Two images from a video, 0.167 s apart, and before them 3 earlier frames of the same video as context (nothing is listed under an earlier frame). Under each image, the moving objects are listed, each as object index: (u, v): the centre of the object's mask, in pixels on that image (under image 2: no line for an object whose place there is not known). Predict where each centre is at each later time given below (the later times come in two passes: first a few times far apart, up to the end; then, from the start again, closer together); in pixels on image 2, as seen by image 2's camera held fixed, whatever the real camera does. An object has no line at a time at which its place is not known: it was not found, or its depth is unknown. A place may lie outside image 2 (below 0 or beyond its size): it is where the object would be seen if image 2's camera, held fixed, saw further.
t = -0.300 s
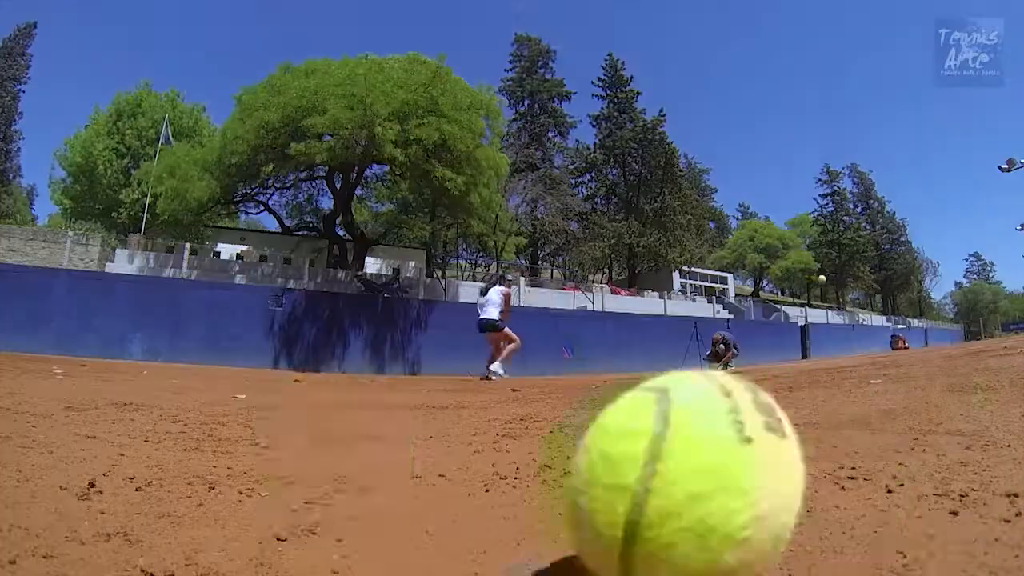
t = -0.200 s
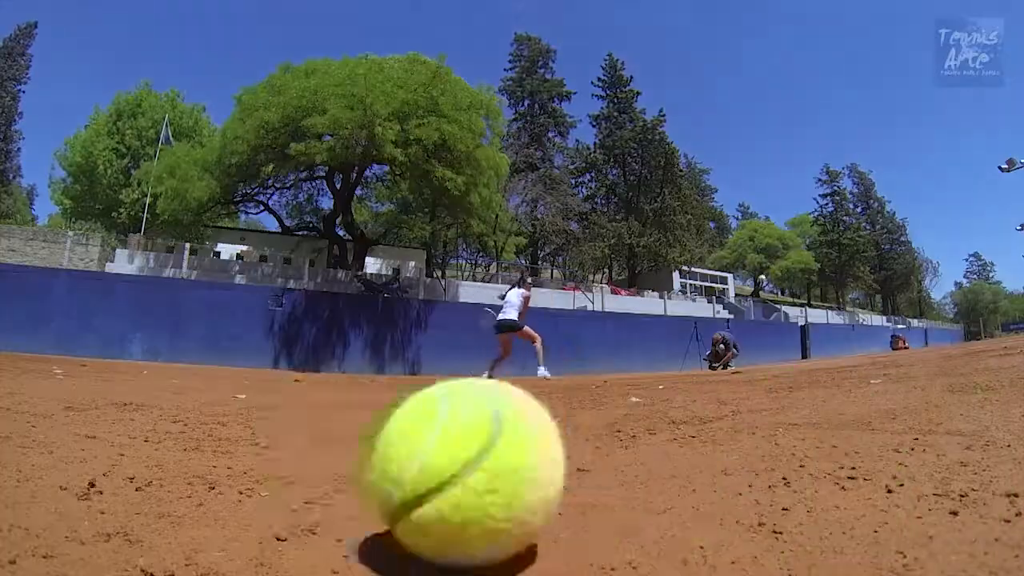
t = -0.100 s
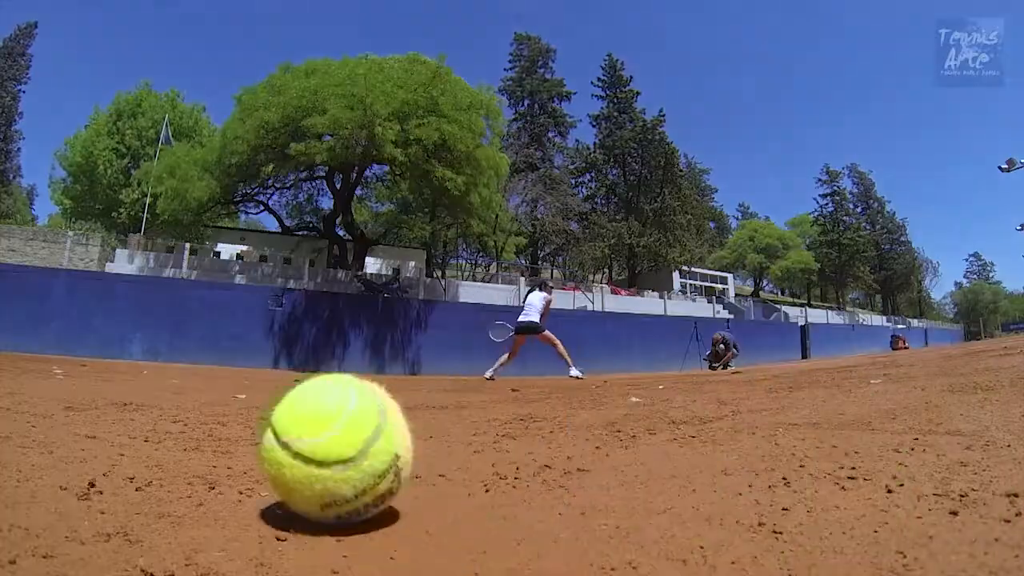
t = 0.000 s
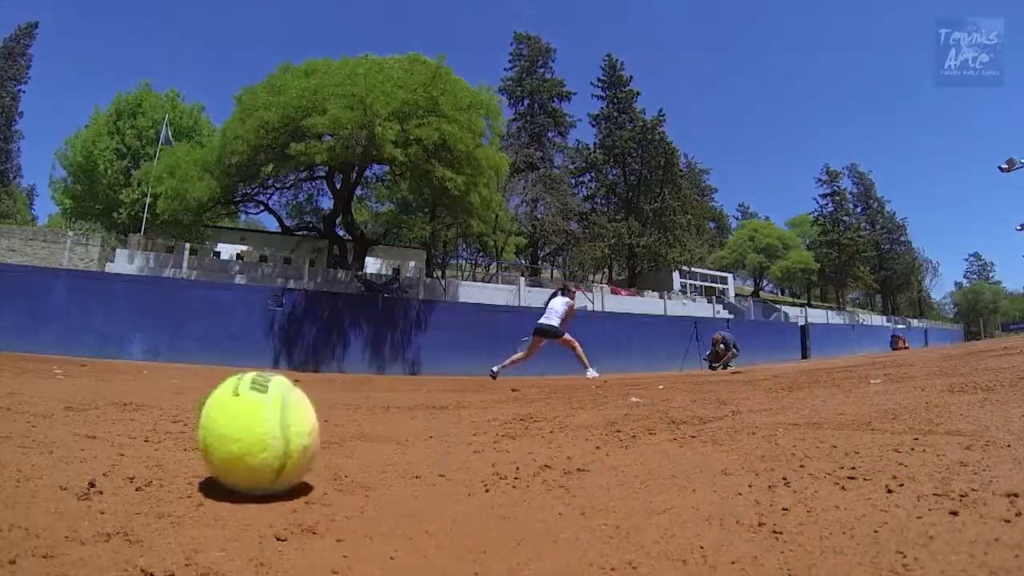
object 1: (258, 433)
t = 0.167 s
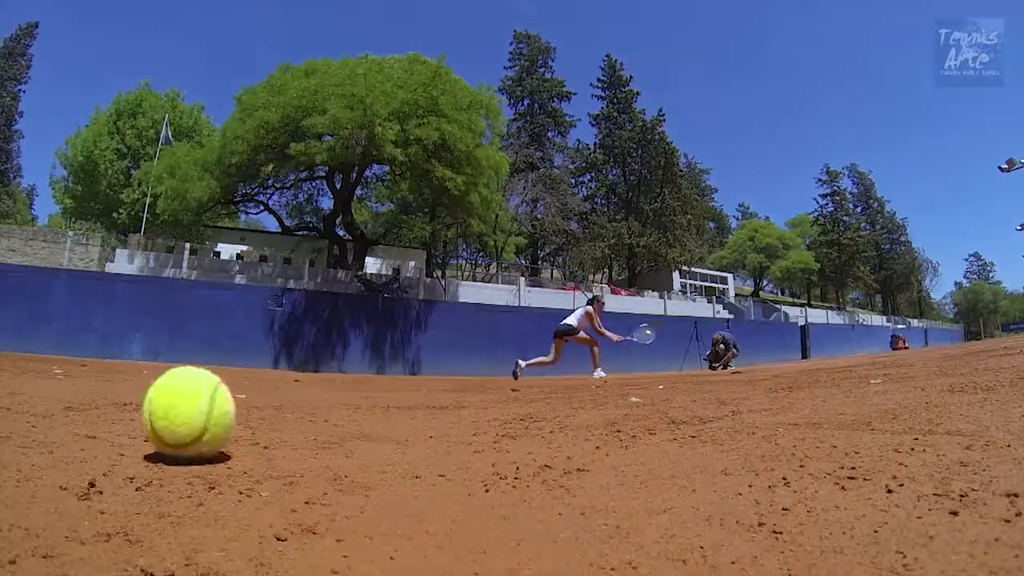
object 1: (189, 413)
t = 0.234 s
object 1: (170, 409)
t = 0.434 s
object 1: (123, 398)
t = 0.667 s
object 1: (89, 389)
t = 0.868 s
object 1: (75, 384)
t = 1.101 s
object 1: (63, 380)
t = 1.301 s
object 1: (53, 377)
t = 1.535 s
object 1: (41, 375)
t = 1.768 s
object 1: (29, 373)
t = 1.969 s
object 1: (21, 372)
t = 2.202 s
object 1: (15, 371)
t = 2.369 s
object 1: (14, 371)
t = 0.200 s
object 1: (179, 411)
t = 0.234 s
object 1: (170, 409)
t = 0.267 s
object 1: (160, 407)
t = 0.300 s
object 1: (152, 404)
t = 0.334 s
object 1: (143, 400)
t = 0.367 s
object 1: (136, 399)
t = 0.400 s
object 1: (130, 398)
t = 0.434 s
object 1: (123, 398)
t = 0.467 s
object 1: (118, 396)
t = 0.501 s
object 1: (112, 394)
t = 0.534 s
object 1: (107, 393)
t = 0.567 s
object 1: (103, 392)
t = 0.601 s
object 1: (98, 392)
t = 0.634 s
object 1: (93, 391)
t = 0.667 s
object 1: (89, 389)
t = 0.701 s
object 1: (86, 387)
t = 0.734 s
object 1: (83, 387)
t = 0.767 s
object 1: (80, 386)
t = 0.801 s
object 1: (78, 385)
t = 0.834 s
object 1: (77, 385)
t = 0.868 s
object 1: (75, 384)
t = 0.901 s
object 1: (74, 384)
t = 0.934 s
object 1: (73, 383)
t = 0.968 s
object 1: (71, 383)
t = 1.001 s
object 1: (69, 381)
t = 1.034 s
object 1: (67, 381)
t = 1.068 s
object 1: (65, 380)
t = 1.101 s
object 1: (63, 380)
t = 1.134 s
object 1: (61, 380)
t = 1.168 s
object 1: (59, 379)
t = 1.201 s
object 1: (58, 378)
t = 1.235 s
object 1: (56, 378)
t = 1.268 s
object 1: (54, 378)
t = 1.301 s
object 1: (53, 377)
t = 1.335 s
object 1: (51, 377)
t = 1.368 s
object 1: (50, 376)
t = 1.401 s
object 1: (48, 377)
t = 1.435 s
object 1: (46, 376)
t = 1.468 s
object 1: (44, 375)
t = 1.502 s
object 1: (43, 375)
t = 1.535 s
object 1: (41, 375)
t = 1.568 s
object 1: (39, 375)
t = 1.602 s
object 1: (38, 374)
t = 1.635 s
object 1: (37, 374)
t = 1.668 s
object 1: (35, 374)
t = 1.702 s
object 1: (33, 374)
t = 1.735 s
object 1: (30, 374)
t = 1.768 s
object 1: (29, 373)
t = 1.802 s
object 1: (28, 374)
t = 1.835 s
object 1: (26, 373)
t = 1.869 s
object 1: (25, 373)
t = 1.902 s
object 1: (23, 372)
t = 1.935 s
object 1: (22, 372)
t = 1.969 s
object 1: (21, 372)
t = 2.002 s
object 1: (20, 372)
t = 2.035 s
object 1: (19, 372)
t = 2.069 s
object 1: (18, 371)
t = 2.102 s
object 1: (17, 371)
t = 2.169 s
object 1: (16, 371)
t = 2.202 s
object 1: (15, 371)
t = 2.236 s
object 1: (15, 371)
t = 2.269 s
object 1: (14, 371)
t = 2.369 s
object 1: (14, 371)
